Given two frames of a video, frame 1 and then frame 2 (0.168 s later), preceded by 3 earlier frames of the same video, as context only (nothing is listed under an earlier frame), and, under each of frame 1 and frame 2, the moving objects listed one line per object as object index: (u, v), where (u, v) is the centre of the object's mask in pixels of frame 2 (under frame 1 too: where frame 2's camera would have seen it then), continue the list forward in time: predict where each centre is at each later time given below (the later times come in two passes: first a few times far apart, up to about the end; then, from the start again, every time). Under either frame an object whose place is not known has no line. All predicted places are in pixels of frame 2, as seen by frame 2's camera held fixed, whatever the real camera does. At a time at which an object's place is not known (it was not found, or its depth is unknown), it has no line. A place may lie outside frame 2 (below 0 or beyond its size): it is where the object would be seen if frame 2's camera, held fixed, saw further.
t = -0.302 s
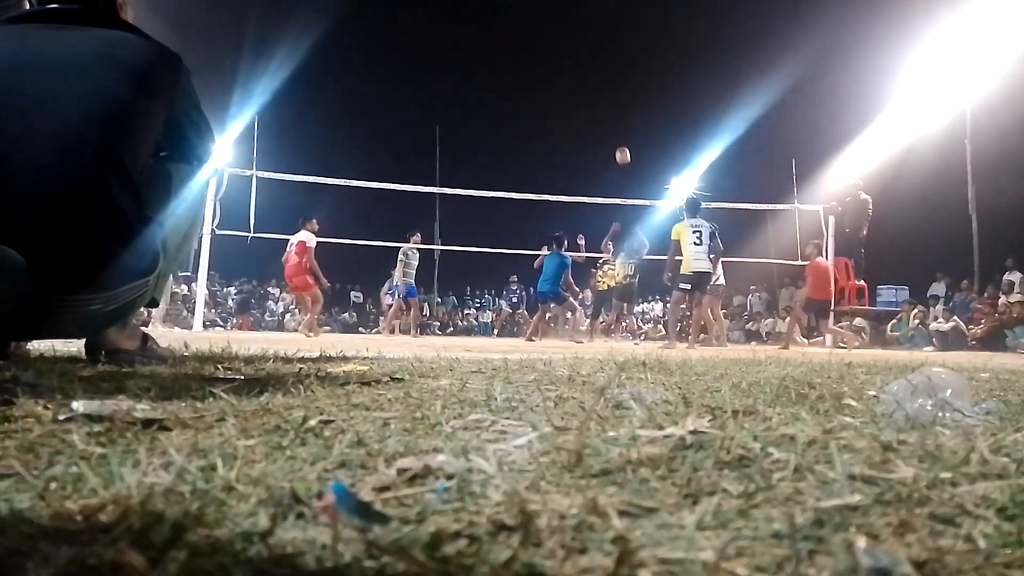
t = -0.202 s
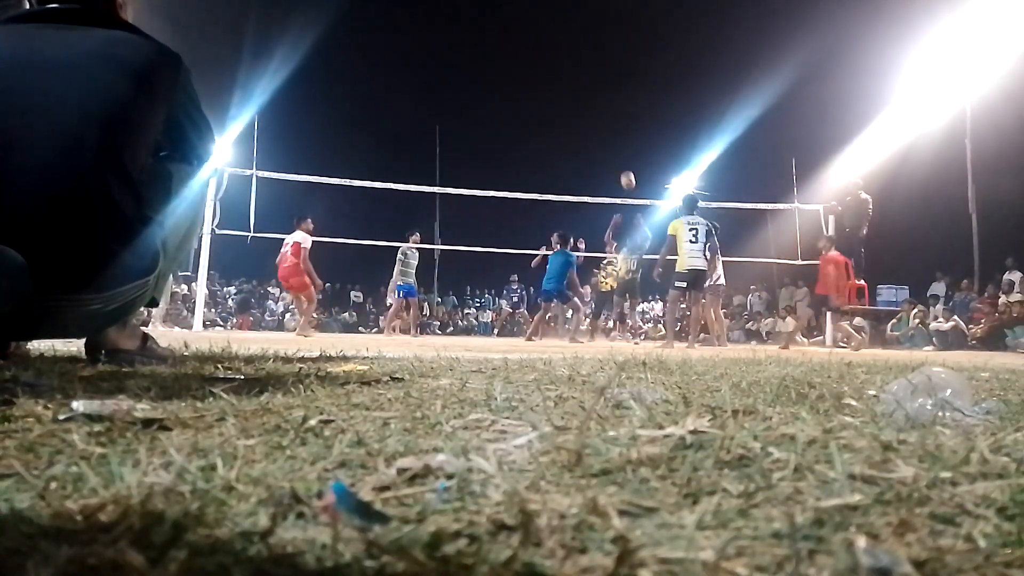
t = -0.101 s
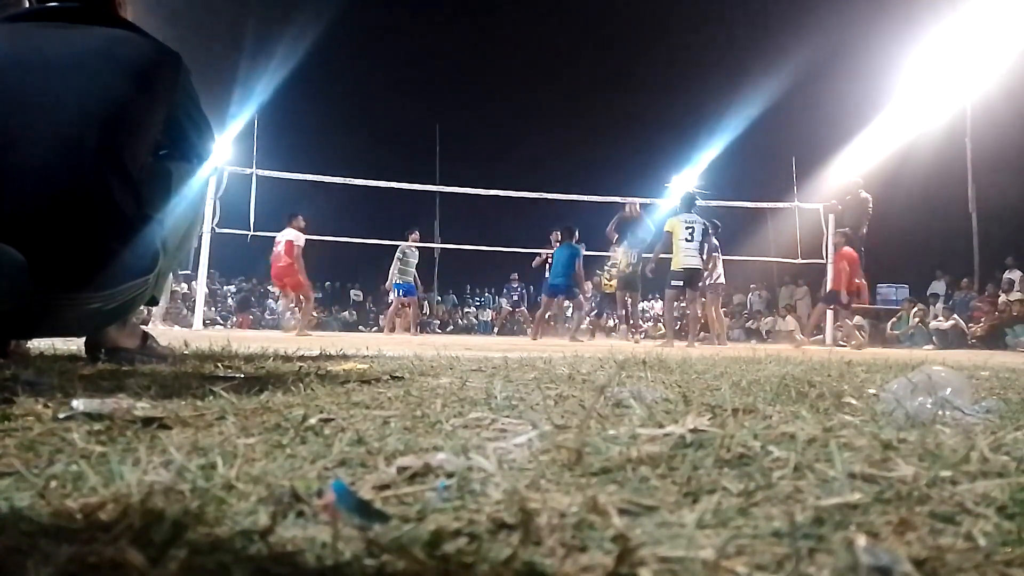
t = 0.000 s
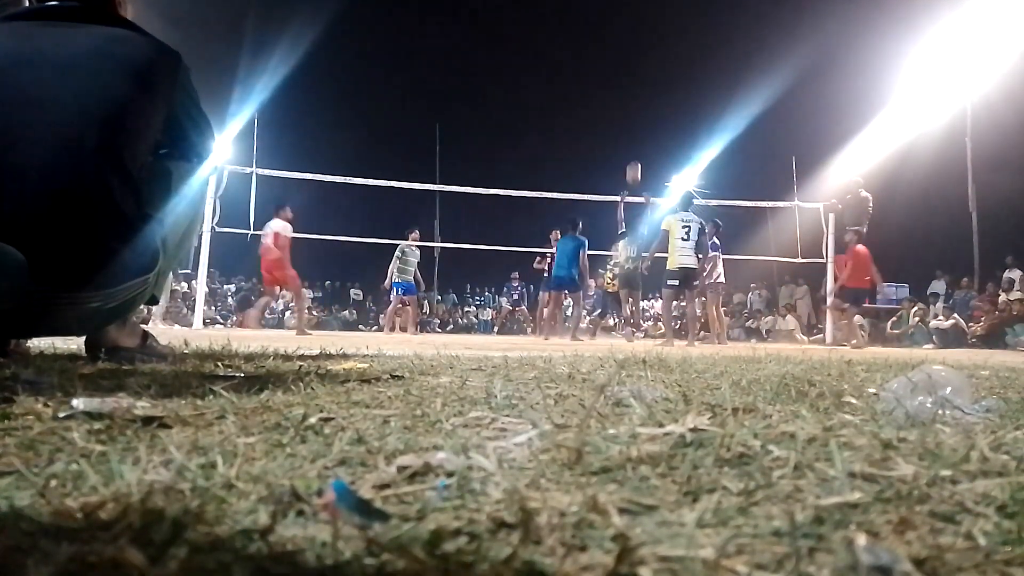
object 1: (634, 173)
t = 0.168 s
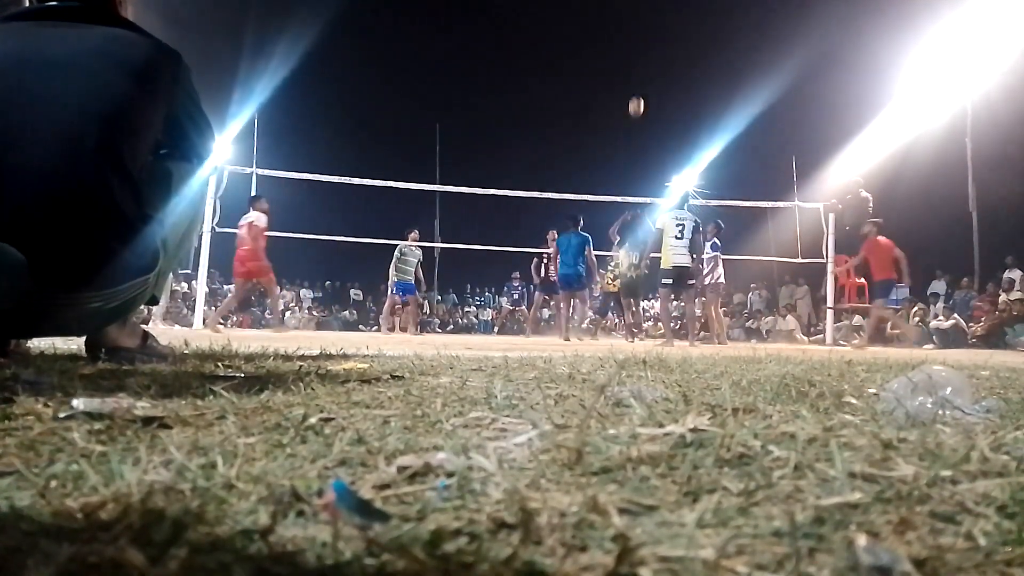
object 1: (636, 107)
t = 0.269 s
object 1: (638, 76)
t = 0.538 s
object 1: (642, 25)
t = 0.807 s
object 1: (645, 20)
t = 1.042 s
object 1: (646, 58)
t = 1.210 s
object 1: (647, 113)
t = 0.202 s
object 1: (637, 96)
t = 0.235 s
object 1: (637, 85)
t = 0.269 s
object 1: (638, 76)
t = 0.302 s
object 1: (638, 67)
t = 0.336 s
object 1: (639, 59)
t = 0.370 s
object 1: (640, 51)
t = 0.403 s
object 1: (640, 45)
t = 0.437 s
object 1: (640, 39)
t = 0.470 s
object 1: (641, 33)
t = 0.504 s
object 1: (641, 29)
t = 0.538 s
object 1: (642, 25)
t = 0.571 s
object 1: (642, 22)
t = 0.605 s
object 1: (642, 20)
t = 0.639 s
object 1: (643, 18)
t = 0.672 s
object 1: (643, 17)
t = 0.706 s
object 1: (644, 17)
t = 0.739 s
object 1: (644, 18)
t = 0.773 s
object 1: (644, 19)
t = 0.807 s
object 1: (645, 20)
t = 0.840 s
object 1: (644, 25)
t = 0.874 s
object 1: (645, 28)
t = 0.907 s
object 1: (645, 32)
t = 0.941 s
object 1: (646, 37)
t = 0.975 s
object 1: (646, 43)
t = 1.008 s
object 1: (646, 50)
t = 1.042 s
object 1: (646, 58)
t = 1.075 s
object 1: (646, 66)
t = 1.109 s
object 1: (646, 76)
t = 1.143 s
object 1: (647, 87)
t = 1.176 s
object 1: (647, 99)
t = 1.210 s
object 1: (647, 113)
